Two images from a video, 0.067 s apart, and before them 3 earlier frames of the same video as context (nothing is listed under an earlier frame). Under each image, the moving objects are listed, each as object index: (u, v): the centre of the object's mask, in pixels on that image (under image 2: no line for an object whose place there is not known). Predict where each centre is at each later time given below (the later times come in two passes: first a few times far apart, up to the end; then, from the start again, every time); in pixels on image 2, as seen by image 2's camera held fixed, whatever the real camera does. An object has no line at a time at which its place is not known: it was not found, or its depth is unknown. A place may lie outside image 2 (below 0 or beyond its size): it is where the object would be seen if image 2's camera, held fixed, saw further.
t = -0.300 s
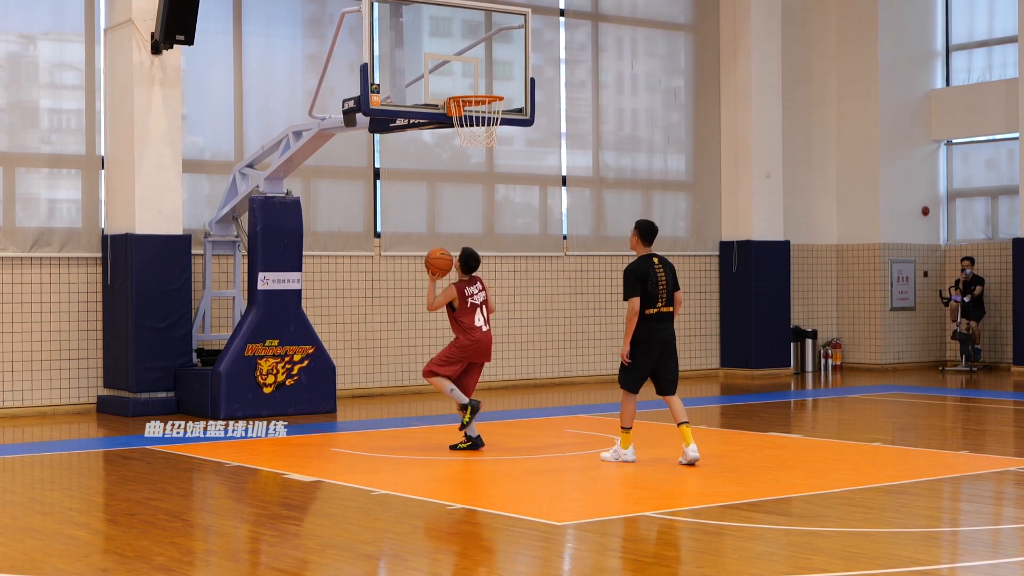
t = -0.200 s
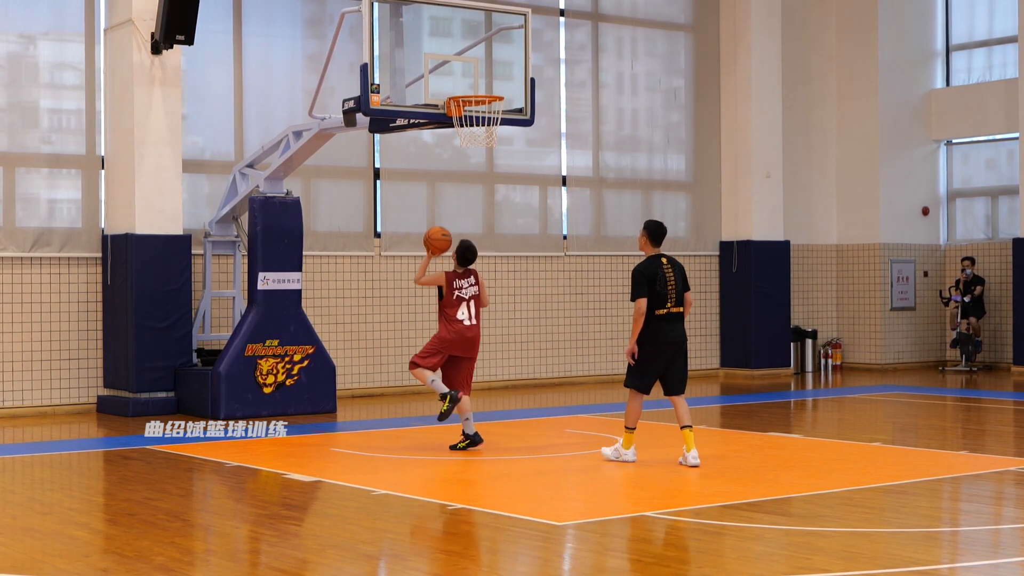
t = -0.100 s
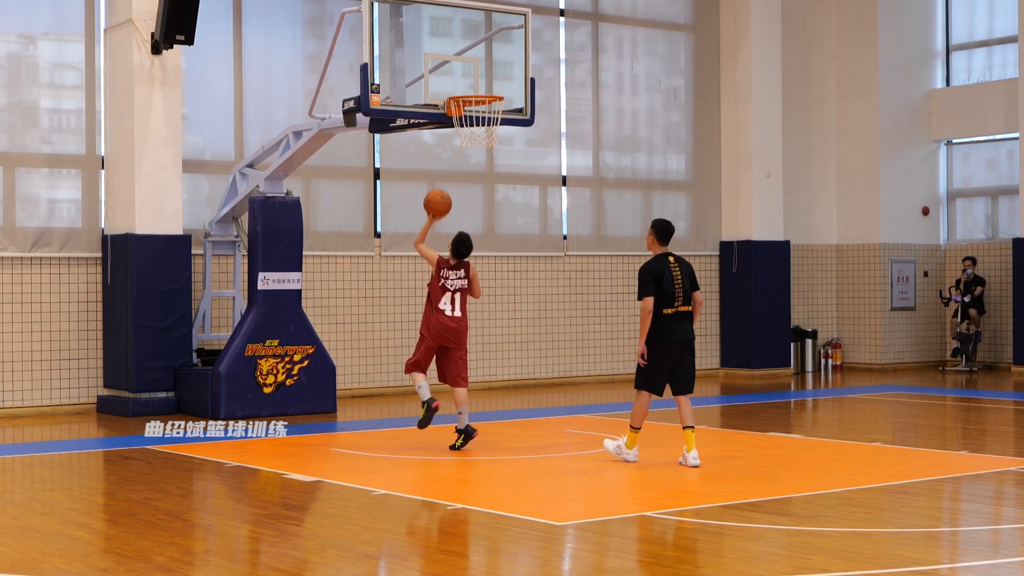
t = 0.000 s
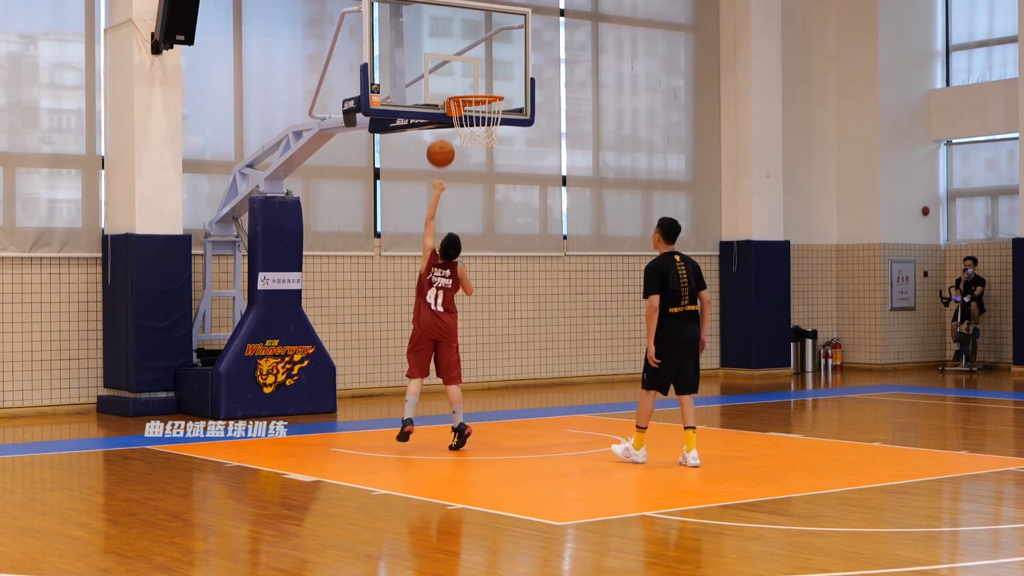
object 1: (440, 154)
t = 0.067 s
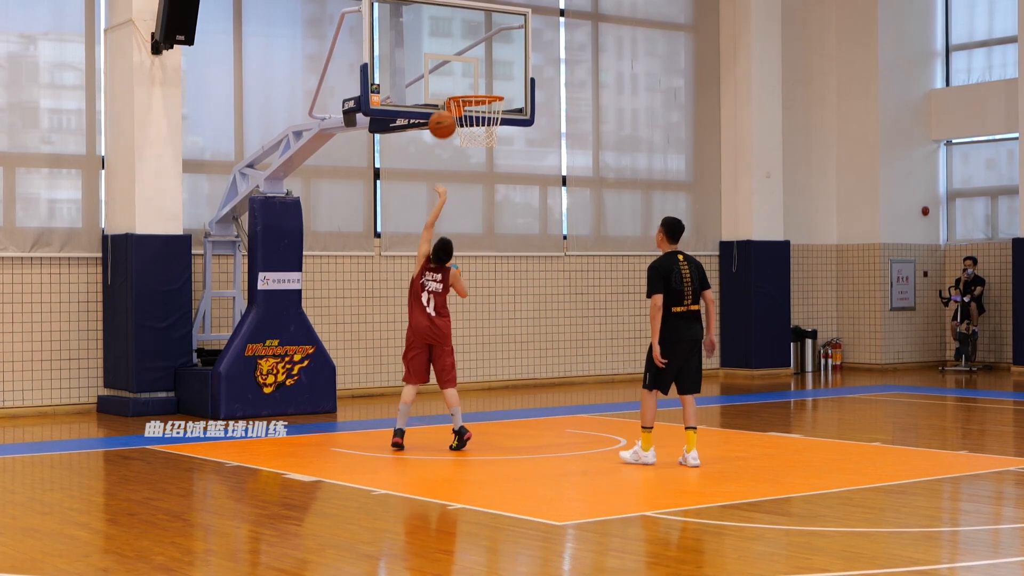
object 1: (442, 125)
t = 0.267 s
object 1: (440, 75)
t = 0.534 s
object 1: (437, 80)
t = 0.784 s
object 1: (421, 106)
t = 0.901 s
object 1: (410, 136)
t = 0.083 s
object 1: (442, 118)
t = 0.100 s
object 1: (443, 112)
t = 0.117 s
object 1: (443, 107)
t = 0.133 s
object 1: (444, 102)
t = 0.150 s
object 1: (444, 97)
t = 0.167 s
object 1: (445, 92)
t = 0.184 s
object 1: (444, 88)
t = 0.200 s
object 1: (443, 85)
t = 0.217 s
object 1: (443, 82)
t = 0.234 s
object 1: (442, 79)
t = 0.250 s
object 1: (441, 77)
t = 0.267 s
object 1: (440, 75)
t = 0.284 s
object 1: (440, 73)
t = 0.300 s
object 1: (439, 72)
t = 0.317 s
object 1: (438, 71)
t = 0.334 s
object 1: (437, 70)
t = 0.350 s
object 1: (437, 70)
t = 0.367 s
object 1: (436, 70)
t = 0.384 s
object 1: (435, 70)
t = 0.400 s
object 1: (435, 70)
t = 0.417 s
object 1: (434, 71)
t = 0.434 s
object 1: (433, 72)
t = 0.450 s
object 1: (434, 72)
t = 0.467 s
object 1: (434, 73)
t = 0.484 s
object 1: (435, 74)
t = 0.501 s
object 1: (436, 76)
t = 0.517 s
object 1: (436, 78)
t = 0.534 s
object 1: (437, 80)
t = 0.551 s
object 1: (437, 82)
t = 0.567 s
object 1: (438, 85)
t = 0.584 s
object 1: (439, 88)
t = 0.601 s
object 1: (438, 89)
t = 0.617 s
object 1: (437, 89)
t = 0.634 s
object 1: (435, 89)
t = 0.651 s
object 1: (434, 90)
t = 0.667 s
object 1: (432, 91)
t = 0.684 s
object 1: (430, 92)
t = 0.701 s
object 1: (429, 93)
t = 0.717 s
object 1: (427, 95)
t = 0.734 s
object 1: (426, 97)
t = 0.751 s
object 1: (424, 100)
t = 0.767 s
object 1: (423, 103)
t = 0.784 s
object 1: (421, 106)
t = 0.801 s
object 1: (420, 109)
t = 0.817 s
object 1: (418, 113)
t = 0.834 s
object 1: (417, 117)
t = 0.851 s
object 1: (415, 121)
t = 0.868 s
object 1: (413, 125)
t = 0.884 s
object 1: (412, 131)
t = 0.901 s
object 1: (410, 136)
